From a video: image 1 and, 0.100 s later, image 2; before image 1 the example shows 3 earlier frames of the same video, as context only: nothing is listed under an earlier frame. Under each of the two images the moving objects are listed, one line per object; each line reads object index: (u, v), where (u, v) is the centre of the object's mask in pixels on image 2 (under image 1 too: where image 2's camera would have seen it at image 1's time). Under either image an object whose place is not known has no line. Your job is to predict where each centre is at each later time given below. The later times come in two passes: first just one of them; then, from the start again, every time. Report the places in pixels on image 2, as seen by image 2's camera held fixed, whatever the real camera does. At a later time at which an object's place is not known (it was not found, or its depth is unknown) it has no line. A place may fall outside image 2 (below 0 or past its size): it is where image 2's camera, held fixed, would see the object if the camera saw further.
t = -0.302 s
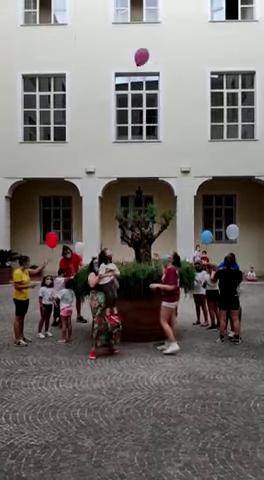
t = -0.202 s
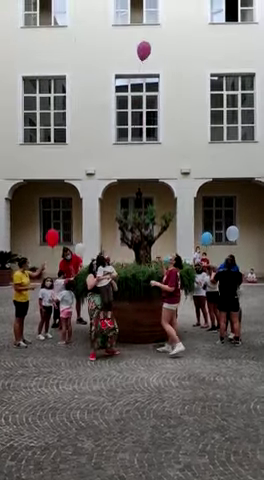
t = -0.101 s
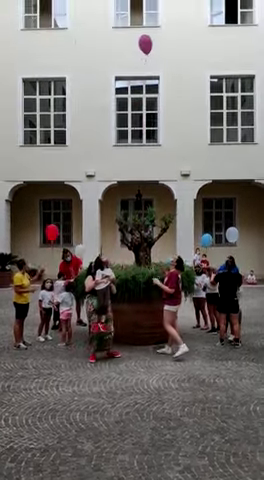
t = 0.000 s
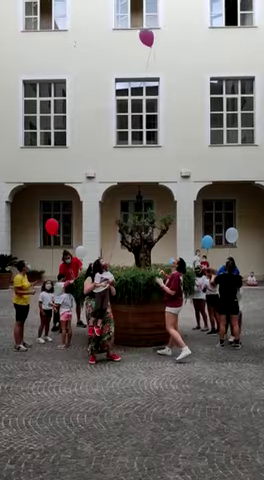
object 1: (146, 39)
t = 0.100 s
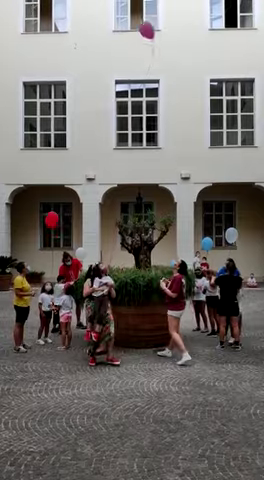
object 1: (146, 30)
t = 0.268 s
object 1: (145, 16)
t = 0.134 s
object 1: (147, 27)
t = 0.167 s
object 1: (146, 24)
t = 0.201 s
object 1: (146, 22)
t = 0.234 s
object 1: (145, 19)
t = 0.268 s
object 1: (145, 16)
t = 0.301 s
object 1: (144, 13)
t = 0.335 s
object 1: (144, 10)
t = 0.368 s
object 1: (144, 7)
